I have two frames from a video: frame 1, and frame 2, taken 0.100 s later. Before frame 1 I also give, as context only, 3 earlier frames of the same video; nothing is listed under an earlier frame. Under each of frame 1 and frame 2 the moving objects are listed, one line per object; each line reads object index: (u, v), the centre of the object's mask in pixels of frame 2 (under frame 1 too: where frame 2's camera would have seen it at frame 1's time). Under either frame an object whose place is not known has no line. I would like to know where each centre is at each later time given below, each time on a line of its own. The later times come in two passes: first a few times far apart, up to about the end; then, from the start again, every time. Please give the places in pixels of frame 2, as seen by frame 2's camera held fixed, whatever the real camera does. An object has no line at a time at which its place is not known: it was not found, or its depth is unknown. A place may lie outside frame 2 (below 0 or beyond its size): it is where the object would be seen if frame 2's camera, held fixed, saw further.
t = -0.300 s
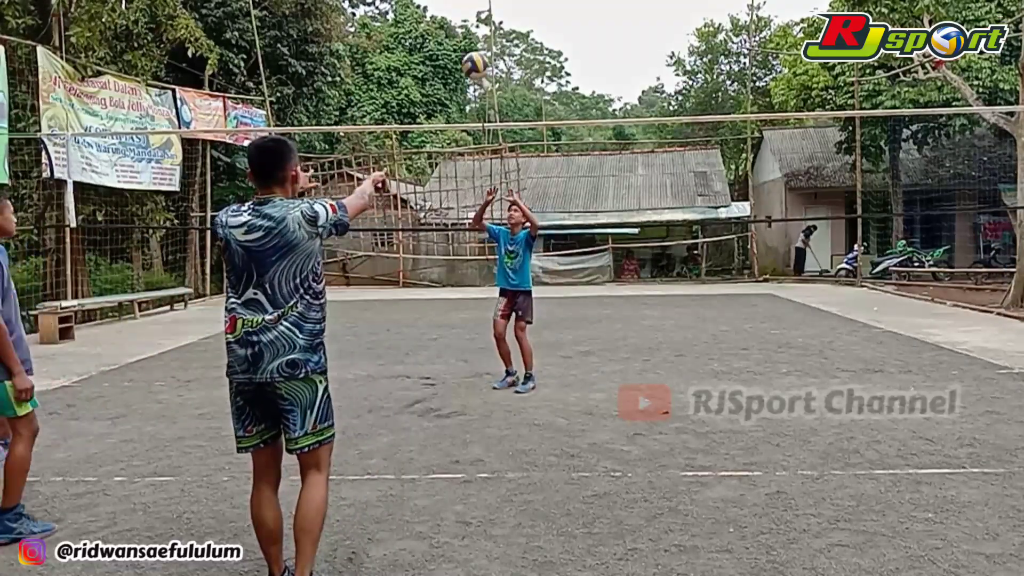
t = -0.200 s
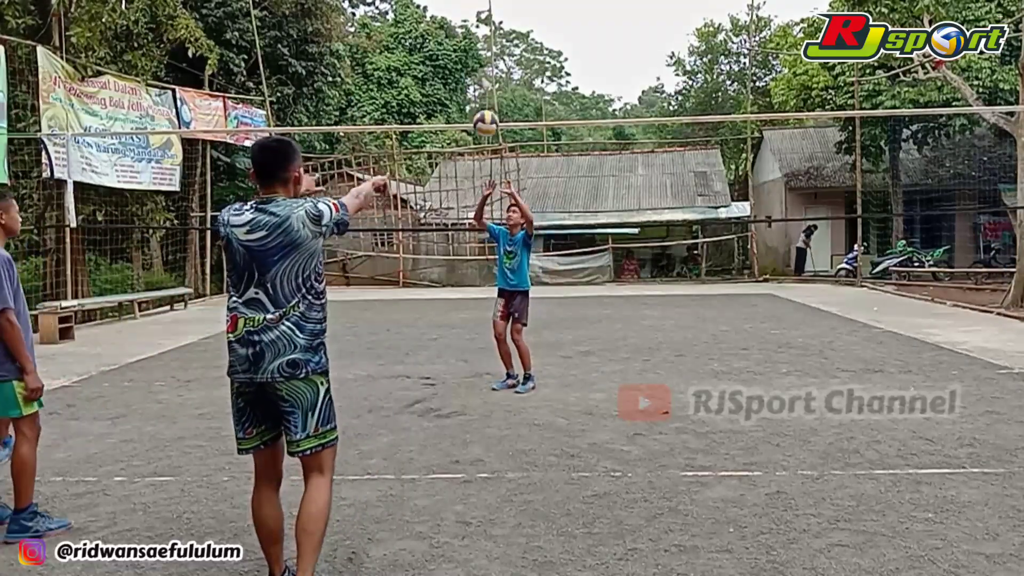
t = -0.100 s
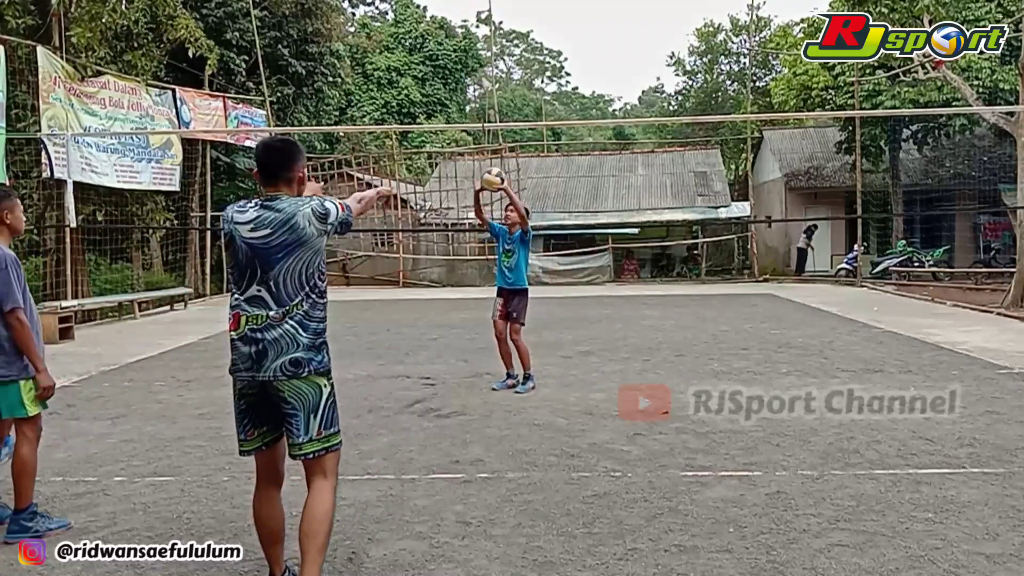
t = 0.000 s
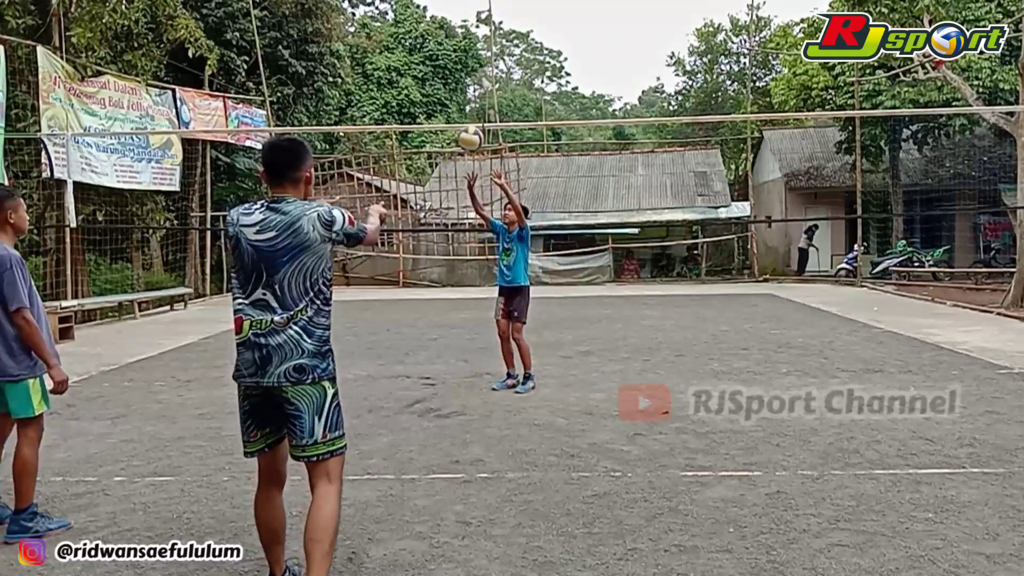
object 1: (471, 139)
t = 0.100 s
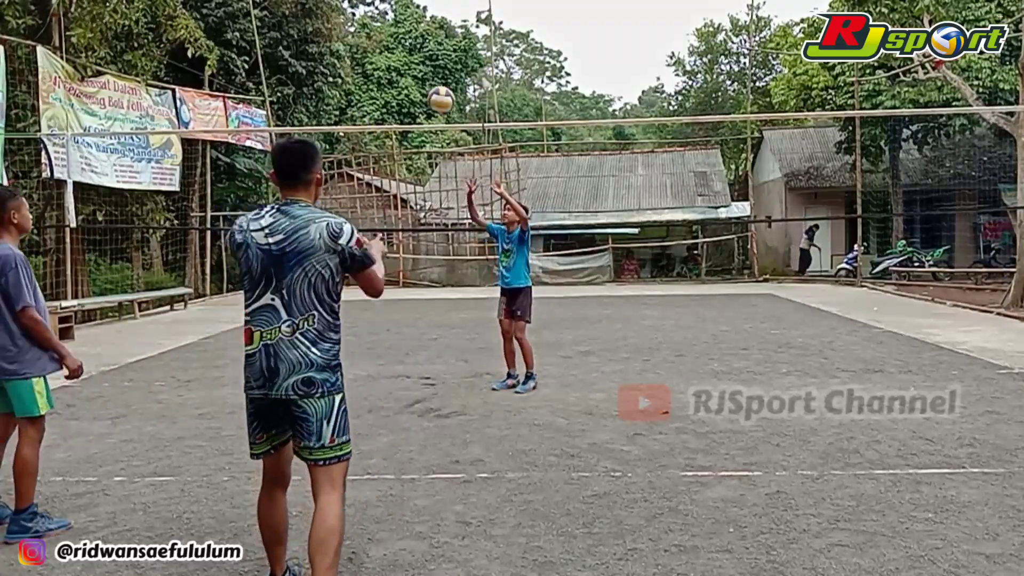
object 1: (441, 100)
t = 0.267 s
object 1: (389, 59)
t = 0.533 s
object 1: (294, 73)
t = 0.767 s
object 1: (200, 184)
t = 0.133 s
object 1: (431, 89)
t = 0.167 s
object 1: (421, 80)
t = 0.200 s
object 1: (411, 72)
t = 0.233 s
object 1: (399, 65)
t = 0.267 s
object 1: (389, 59)
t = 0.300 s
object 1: (378, 55)
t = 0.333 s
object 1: (366, 53)
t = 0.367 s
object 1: (355, 52)
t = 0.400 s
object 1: (343, 53)
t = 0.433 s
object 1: (331, 56)
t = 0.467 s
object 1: (319, 59)
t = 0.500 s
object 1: (306, 65)
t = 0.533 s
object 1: (294, 73)
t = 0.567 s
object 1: (281, 83)
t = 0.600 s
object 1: (268, 94)
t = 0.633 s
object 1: (255, 108)
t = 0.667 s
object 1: (241, 124)
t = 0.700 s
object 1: (228, 143)
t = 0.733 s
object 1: (215, 162)
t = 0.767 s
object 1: (200, 184)
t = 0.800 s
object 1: (186, 209)
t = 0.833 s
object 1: (172, 236)
